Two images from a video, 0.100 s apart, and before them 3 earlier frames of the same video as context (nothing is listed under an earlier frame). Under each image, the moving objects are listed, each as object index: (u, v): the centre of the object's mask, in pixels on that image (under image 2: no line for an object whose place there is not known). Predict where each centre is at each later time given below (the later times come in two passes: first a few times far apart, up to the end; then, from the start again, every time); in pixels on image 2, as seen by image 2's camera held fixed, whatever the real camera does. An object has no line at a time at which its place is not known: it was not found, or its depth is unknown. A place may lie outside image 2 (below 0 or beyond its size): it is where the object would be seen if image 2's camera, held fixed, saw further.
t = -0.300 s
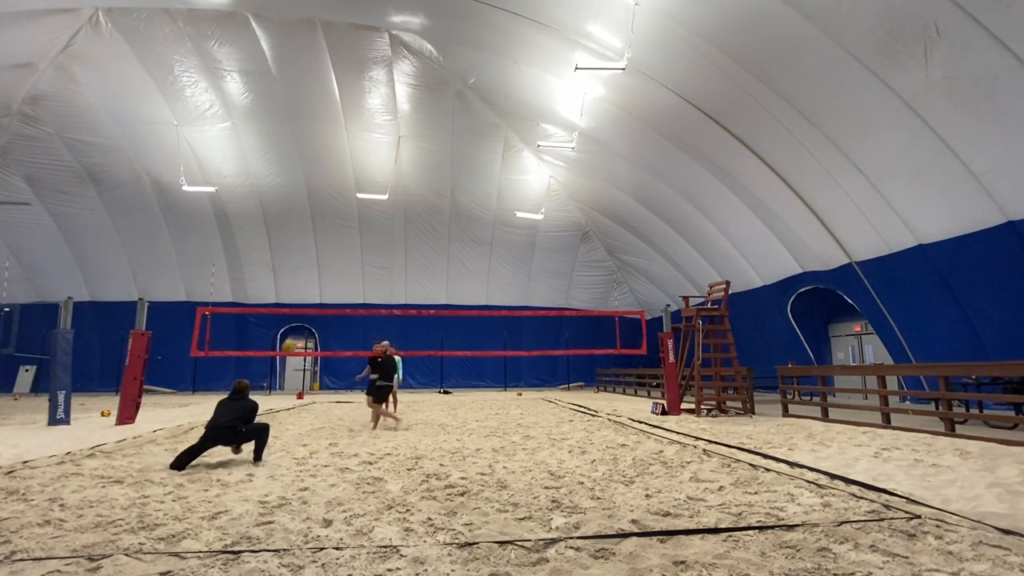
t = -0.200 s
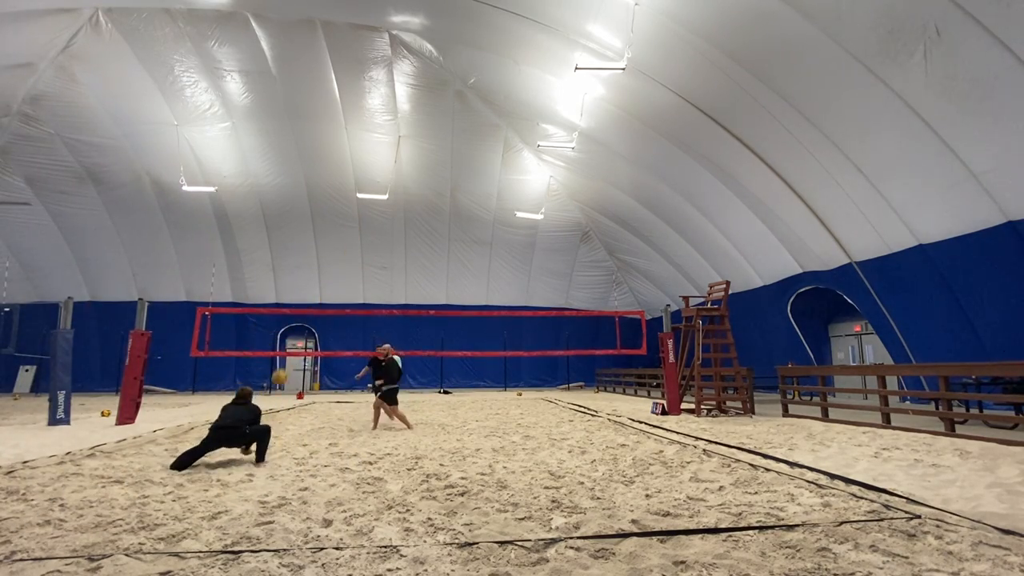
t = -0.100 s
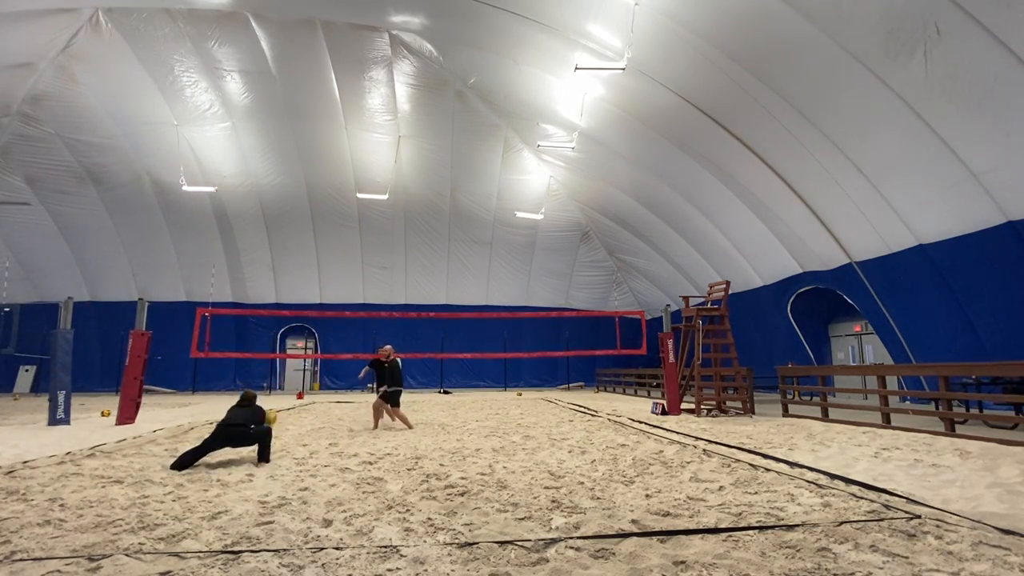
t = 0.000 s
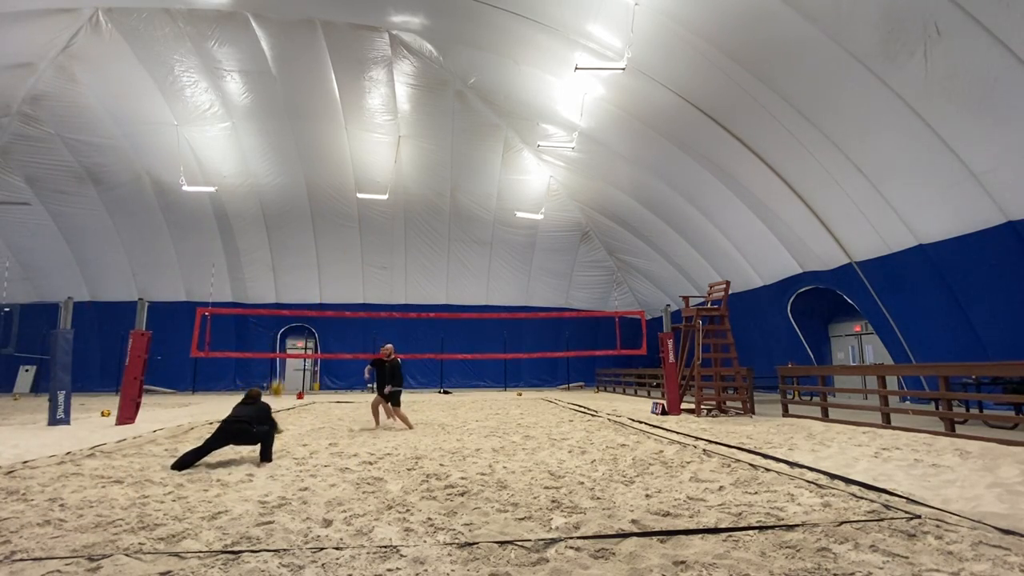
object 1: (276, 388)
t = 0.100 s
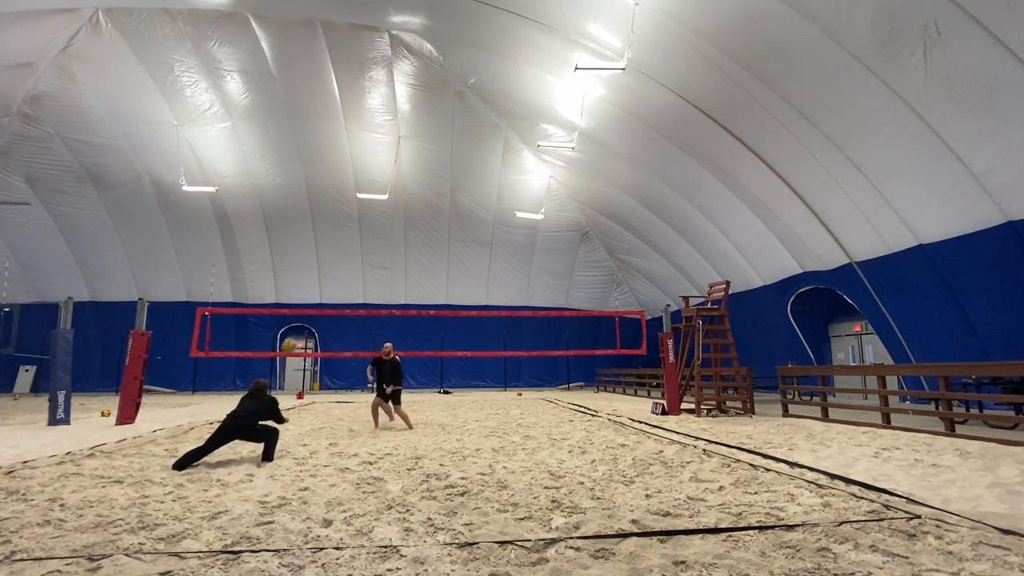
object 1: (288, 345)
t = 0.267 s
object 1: (306, 297)
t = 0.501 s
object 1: (325, 263)
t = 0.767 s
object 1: (342, 264)
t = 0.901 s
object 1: (349, 278)
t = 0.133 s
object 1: (293, 333)
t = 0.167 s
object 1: (296, 324)
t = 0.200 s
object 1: (299, 314)
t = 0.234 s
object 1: (302, 305)
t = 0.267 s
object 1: (306, 297)
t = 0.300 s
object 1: (309, 290)
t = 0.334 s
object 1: (312, 284)
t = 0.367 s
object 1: (315, 279)
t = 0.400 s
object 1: (317, 274)
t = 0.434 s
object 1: (320, 270)
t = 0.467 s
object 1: (322, 267)
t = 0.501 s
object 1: (325, 263)
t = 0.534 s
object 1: (327, 261)
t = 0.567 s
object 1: (329, 260)
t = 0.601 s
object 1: (332, 259)
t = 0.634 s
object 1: (334, 259)
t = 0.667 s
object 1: (336, 259)
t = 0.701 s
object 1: (338, 261)
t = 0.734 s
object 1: (340, 262)
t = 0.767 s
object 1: (342, 264)
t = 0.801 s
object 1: (344, 267)
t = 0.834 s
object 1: (346, 270)
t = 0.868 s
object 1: (348, 274)
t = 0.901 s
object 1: (349, 278)
